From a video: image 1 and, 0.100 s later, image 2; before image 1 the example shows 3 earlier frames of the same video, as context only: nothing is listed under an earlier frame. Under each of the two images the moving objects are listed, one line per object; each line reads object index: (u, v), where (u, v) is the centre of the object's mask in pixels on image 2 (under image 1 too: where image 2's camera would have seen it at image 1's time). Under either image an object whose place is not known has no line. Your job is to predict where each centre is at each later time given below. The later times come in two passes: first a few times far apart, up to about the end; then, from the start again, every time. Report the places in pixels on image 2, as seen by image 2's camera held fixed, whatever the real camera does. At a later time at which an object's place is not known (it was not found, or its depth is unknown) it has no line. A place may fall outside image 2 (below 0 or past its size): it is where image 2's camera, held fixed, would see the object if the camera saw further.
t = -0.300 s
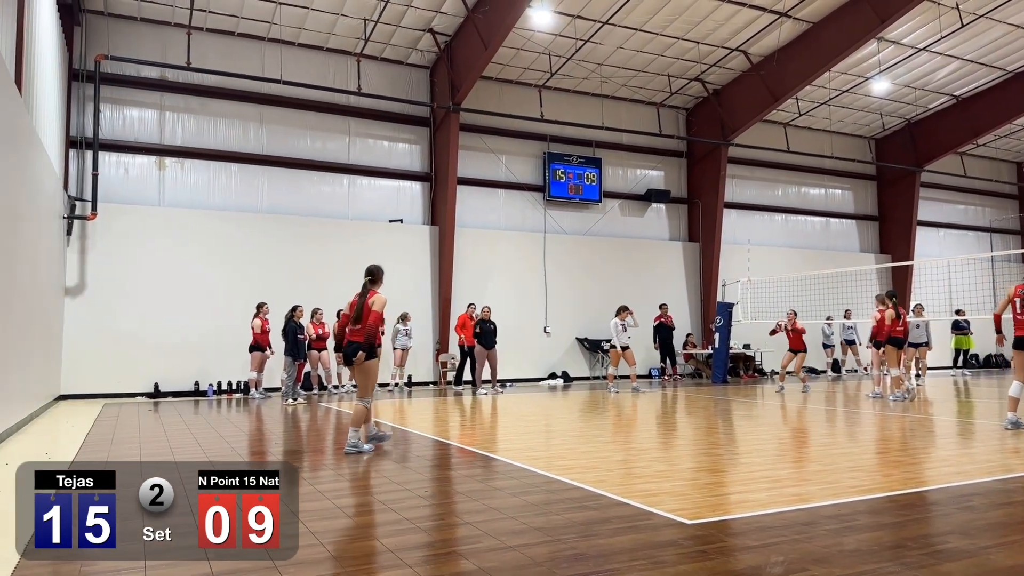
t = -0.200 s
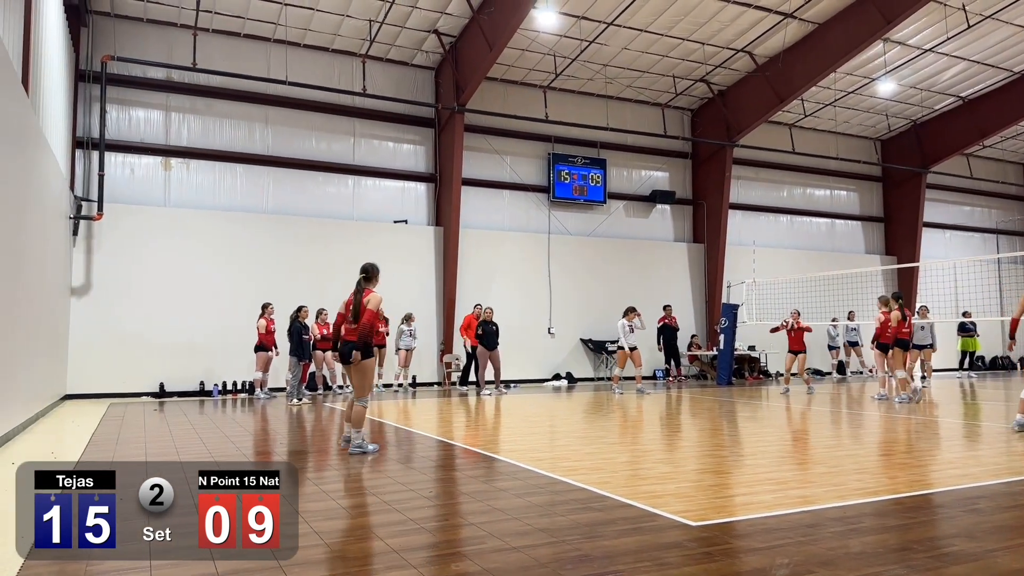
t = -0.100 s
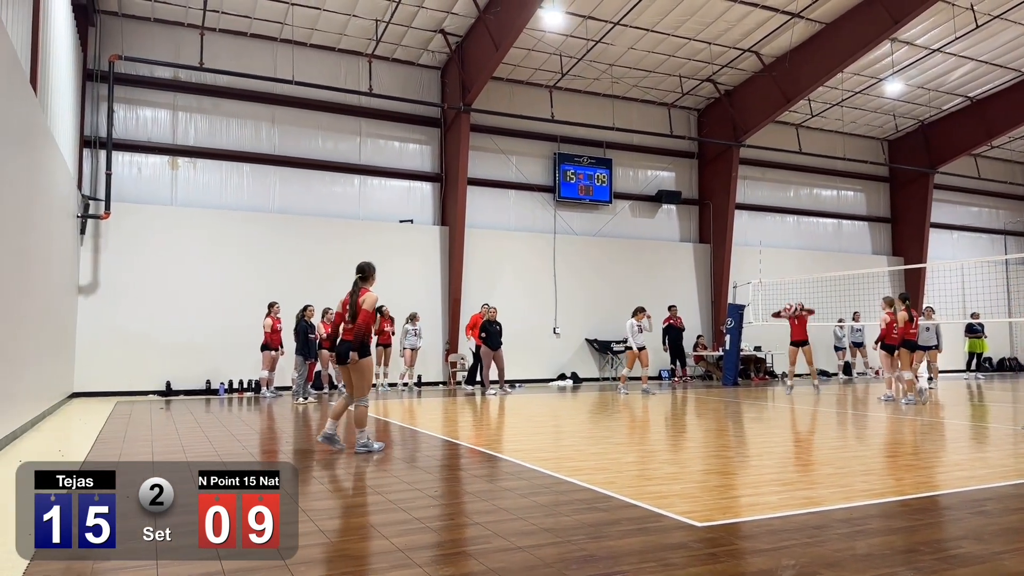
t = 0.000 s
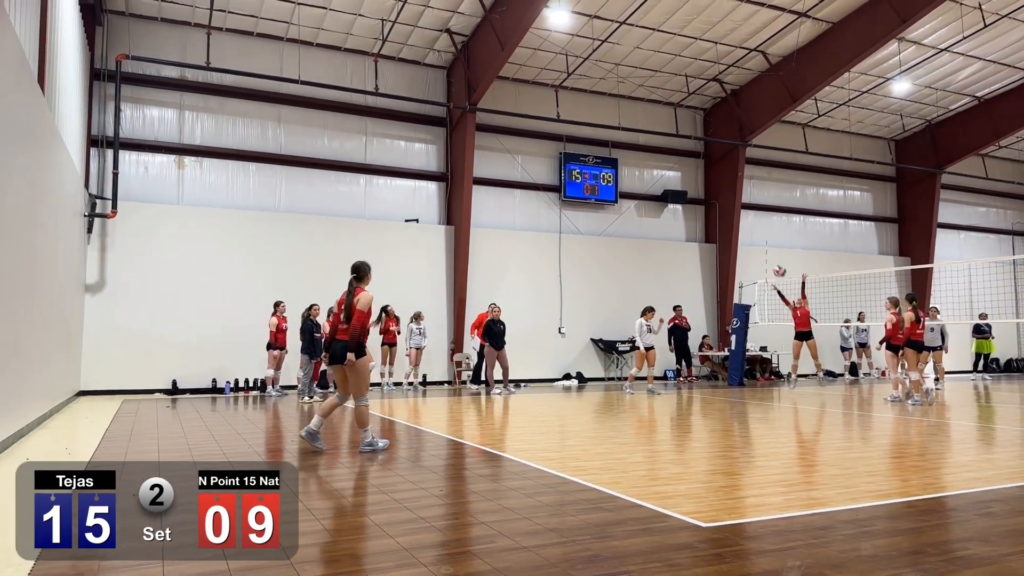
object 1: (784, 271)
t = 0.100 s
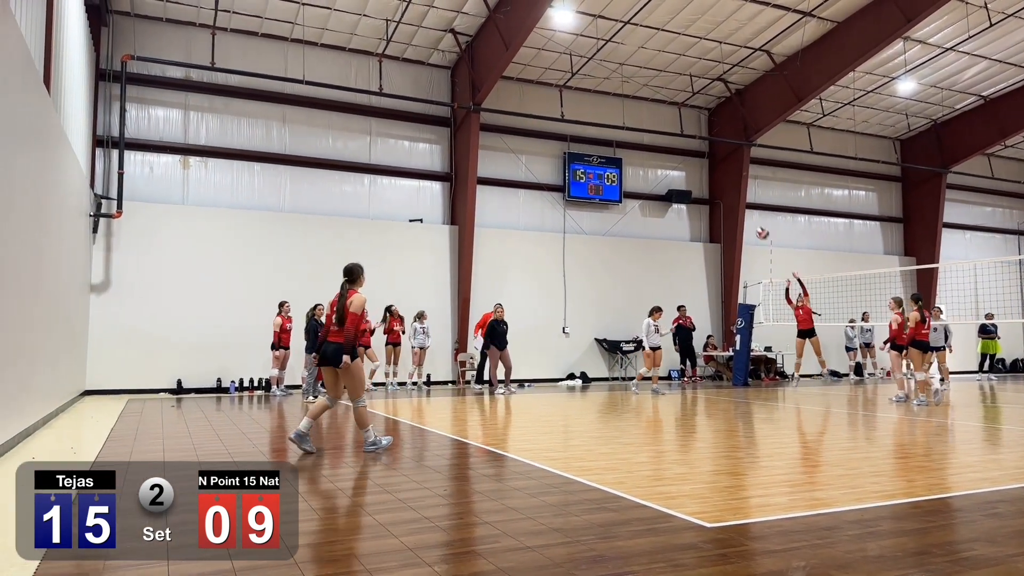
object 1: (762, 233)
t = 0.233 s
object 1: (733, 191)
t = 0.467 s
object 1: (677, 139)
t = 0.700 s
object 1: (618, 119)
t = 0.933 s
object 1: (551, 138)
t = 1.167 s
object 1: (473, 207)
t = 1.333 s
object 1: (411, 294)
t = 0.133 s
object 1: (755, 222)
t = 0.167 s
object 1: (747, 210)
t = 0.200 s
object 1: (740, 200)
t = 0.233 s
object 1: (733, 191)
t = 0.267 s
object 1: (724, 181)
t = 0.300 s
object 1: (717, 173)
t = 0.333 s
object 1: (709, 165)
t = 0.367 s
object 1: (701, 158)
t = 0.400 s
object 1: (693, 151)
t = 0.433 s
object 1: (685, 145)
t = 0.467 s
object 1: (677, 139)
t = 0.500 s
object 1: (669, 134)
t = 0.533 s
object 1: (660, 129)
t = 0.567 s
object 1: (652, 126)
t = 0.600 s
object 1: (644, 123)
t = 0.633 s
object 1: (635, 121)
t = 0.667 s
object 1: (627, 119)
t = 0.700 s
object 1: (618, 119)
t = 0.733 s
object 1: (609, 119)
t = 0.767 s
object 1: (600, 120)
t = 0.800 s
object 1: (590, 122)
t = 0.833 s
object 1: (581, 124)
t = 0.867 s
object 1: (571, 128)
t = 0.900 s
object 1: (561, 133)
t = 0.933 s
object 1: (551, 138)
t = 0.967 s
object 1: (540, 144)
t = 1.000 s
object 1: (530, 152)
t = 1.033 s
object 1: (519, 161)
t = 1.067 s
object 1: (508, 170)
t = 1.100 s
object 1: (497, 181)
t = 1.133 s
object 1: (485, 193)
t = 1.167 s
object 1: (473, 207)
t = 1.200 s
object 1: (462, 221)
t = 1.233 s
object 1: (449, 237)
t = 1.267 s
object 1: (437, 255)
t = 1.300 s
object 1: (424, 274)
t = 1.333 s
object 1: (411, 294)
